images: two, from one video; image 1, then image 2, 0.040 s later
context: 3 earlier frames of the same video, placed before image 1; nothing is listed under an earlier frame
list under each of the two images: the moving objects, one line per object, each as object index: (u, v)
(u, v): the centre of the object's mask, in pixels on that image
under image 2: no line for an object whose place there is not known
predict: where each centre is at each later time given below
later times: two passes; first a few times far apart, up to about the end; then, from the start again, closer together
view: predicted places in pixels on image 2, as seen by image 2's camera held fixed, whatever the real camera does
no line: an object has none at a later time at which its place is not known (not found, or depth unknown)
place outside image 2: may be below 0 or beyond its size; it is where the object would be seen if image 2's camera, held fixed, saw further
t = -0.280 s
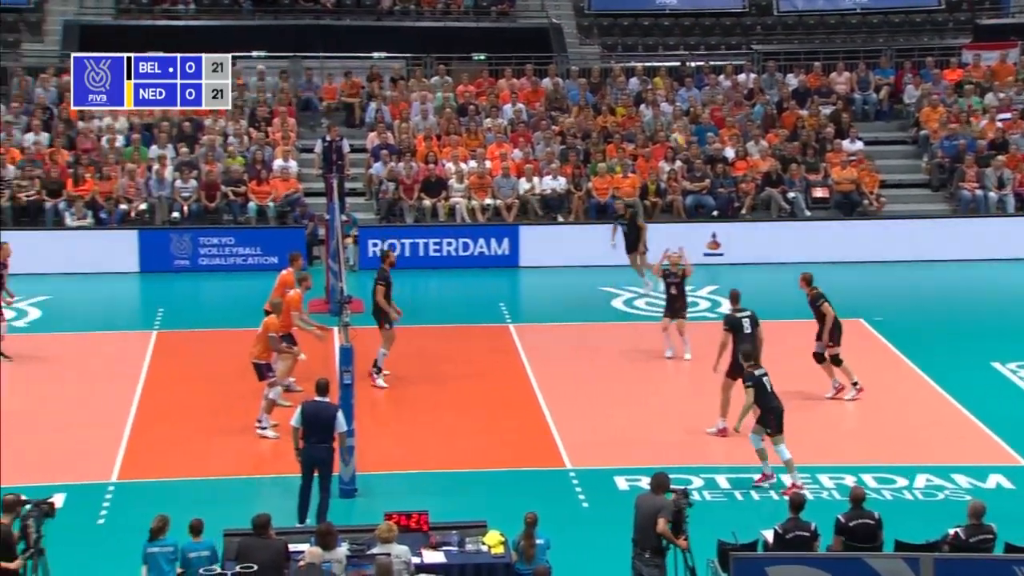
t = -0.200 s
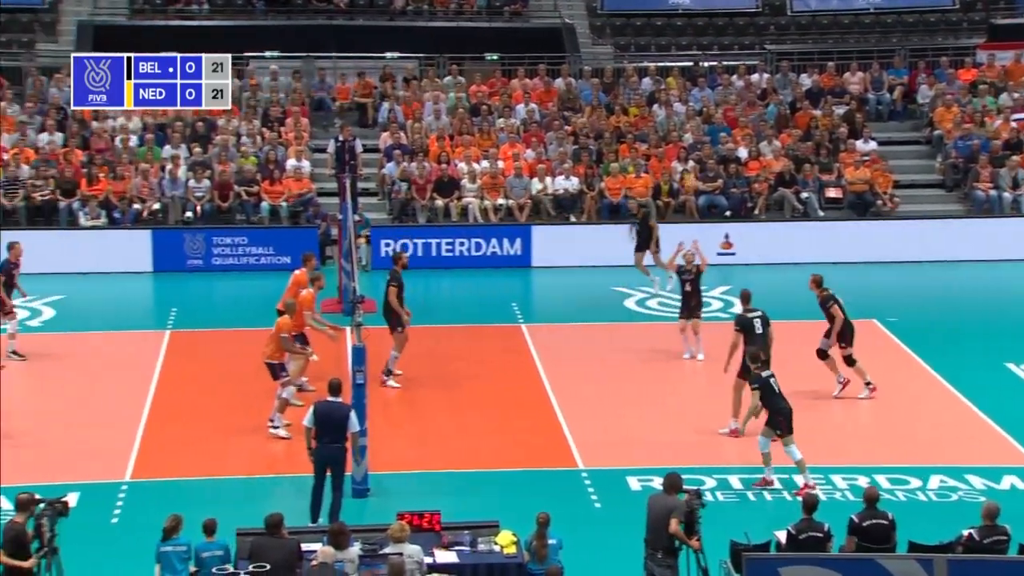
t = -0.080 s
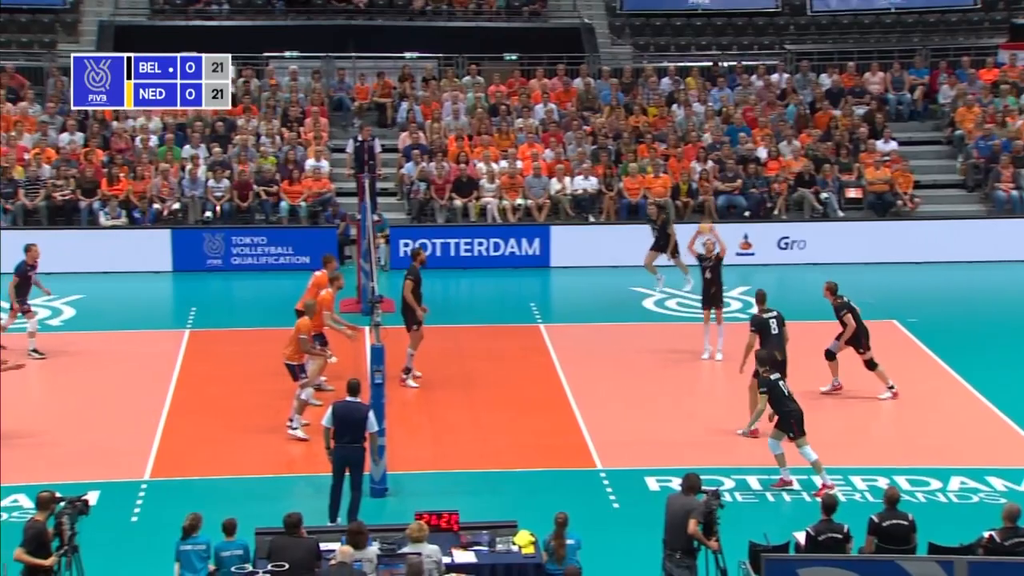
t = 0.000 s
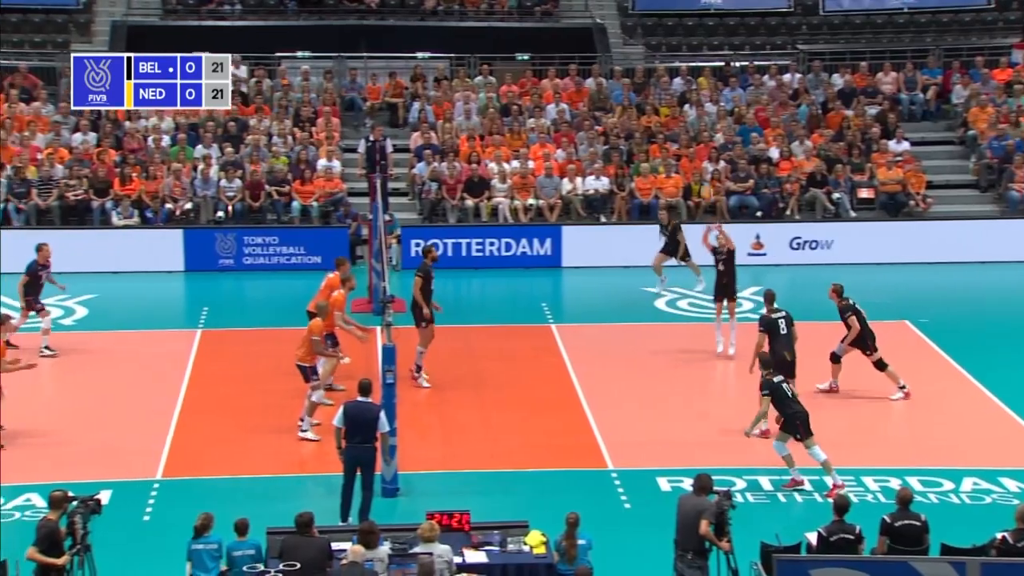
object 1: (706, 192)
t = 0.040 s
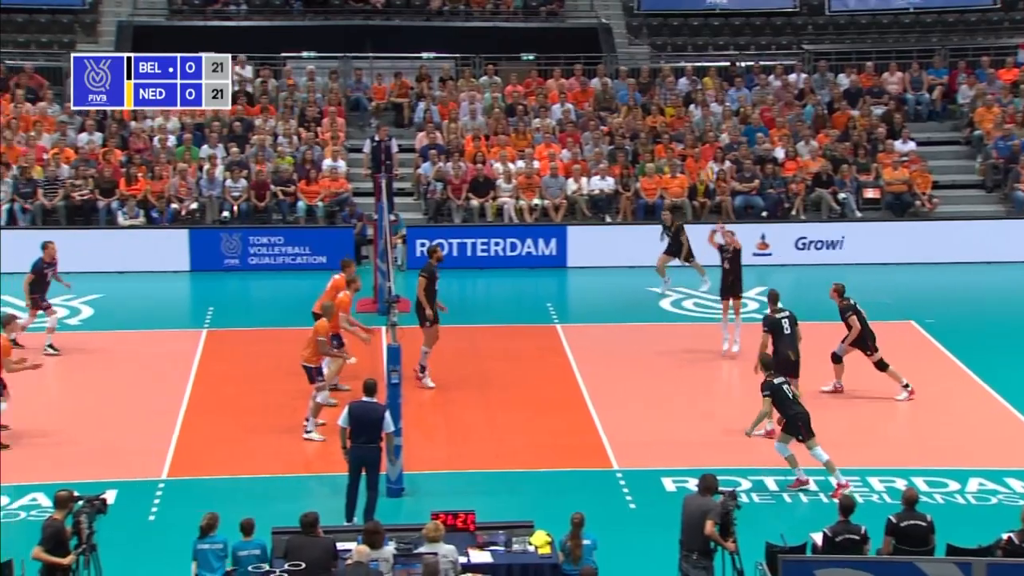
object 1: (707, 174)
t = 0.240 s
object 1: (679, 100)
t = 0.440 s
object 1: (654, 55)
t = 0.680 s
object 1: (622, 31)
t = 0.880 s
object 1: (593, 42)
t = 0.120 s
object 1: (694, 142)
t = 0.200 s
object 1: (683, 113)
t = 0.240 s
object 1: (679, 100)
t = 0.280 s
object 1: (673, 90)
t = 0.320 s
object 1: (668, 81)
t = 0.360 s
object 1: (663, 70)
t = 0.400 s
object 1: (659, 64)
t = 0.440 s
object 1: (654, 55)
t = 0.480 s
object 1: (648, 48)
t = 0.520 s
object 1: (644, 43)
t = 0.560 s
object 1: (638, 38)
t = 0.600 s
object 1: (633, 35)
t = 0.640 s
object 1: (628, 33)
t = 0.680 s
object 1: (622, 31)
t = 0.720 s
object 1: (616, 32)
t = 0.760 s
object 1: (610, 33)
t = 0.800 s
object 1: (605, 35)
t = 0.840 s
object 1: (599, 38)
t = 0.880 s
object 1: (593, 42)
